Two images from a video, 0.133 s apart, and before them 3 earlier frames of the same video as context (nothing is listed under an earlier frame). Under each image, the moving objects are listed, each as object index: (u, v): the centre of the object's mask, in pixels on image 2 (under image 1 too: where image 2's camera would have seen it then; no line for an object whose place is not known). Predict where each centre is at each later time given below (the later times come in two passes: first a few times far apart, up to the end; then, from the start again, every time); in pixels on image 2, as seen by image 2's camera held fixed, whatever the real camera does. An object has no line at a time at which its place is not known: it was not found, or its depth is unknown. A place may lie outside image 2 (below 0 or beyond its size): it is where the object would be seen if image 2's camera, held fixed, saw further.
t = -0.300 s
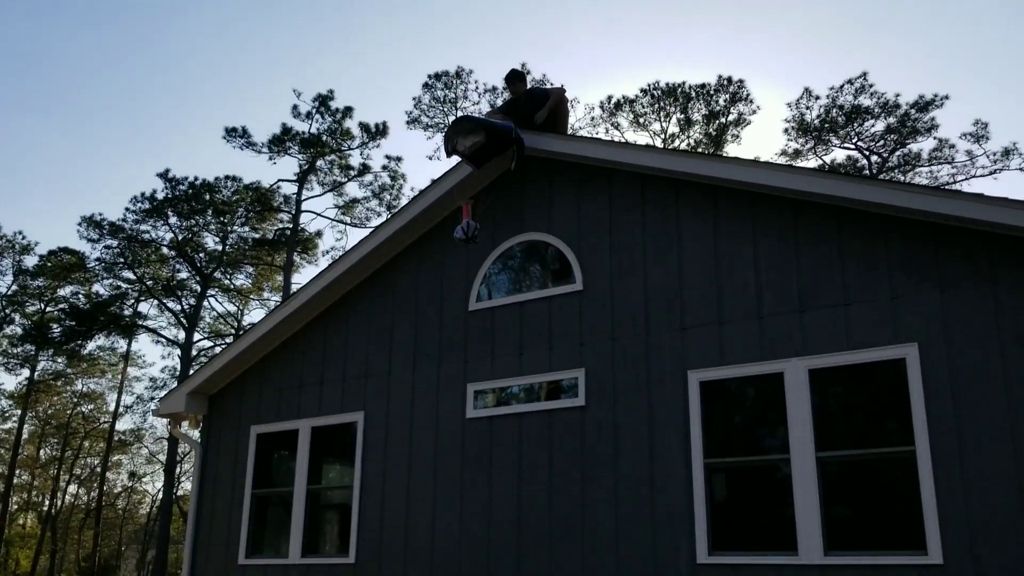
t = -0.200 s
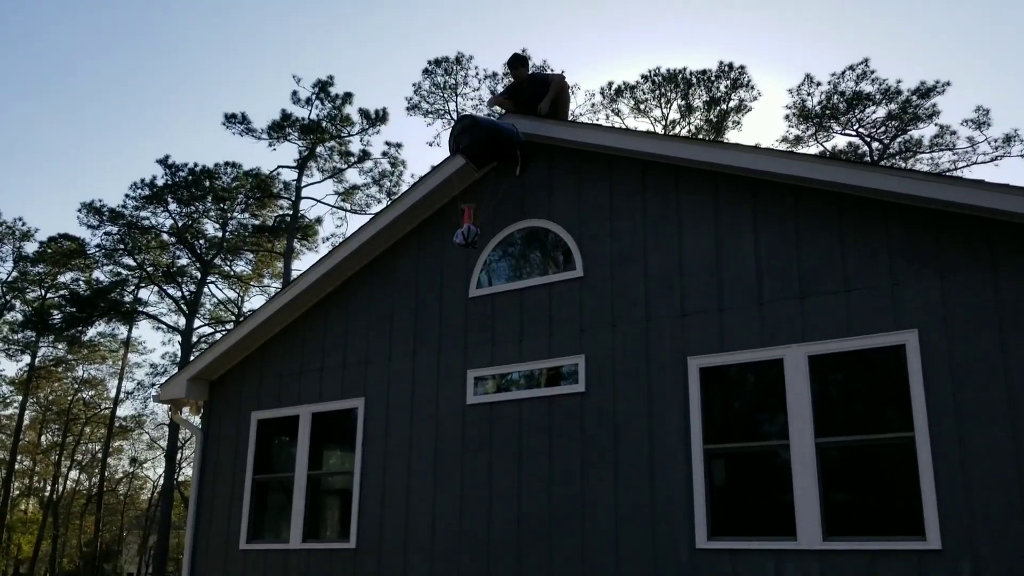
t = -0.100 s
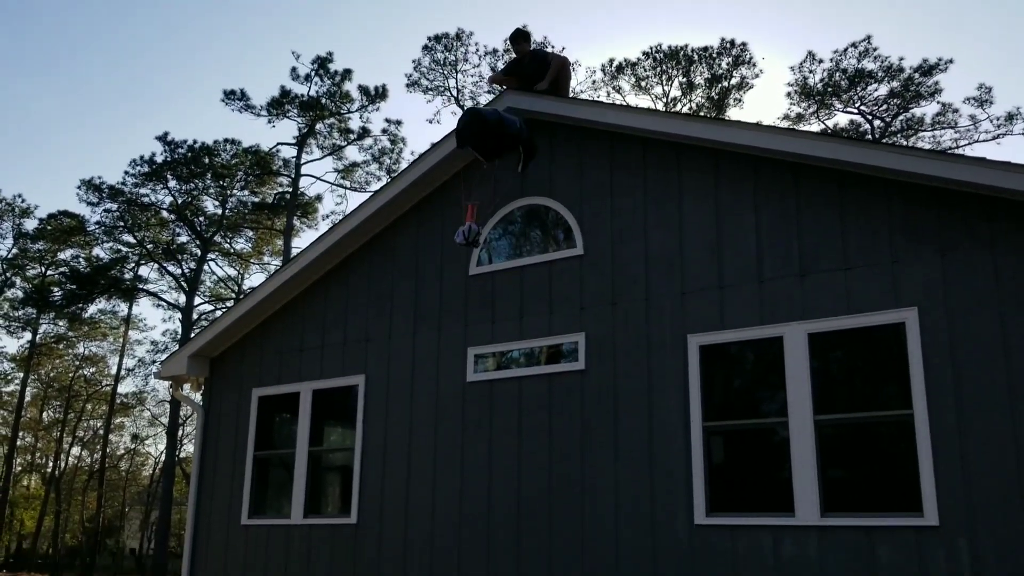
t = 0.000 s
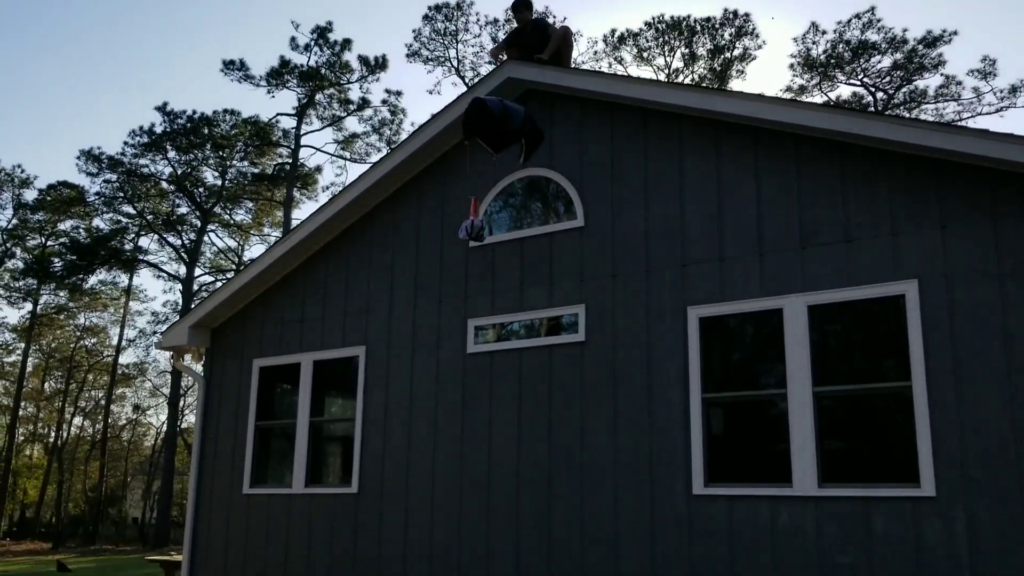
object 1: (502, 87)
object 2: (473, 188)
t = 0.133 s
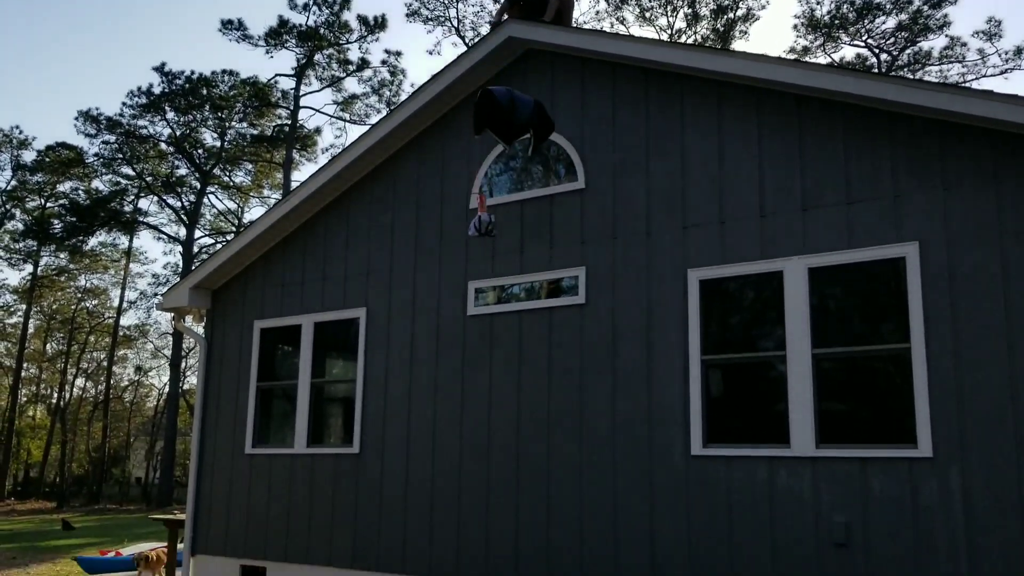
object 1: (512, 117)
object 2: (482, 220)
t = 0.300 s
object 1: (528, 160)
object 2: (502, 264)
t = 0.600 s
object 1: (564, 251)
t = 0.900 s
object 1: (614, 346)
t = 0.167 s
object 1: (514, 125)
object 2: (485, 227)
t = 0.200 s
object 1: (517, 134)
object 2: (489, 235)
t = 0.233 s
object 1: (520, 142)
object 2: (493, 245)
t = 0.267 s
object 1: (524, 151)
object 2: (497, 254)
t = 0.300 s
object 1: (528, 160)
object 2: (502, 264)
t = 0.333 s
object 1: (530, 169)
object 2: (507, 273)
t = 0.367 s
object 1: (534, 179)
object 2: (512, 285)
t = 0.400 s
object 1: (538, 189)
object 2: (517, 296)
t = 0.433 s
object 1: (542, 199)
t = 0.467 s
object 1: (546, 209)
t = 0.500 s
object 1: (550, 220)
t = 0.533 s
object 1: (554, 230)
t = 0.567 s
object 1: (559, 240)
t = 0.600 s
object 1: (564, 251)
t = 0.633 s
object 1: (569, 263)
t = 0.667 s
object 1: (574, 274)
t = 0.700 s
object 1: (580, 285)
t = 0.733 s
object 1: (586, 296)
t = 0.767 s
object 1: (591, 306)
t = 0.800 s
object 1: (597, 316)
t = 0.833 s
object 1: (603, 326)
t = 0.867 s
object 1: (608, 336)
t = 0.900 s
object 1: (614, 346)
